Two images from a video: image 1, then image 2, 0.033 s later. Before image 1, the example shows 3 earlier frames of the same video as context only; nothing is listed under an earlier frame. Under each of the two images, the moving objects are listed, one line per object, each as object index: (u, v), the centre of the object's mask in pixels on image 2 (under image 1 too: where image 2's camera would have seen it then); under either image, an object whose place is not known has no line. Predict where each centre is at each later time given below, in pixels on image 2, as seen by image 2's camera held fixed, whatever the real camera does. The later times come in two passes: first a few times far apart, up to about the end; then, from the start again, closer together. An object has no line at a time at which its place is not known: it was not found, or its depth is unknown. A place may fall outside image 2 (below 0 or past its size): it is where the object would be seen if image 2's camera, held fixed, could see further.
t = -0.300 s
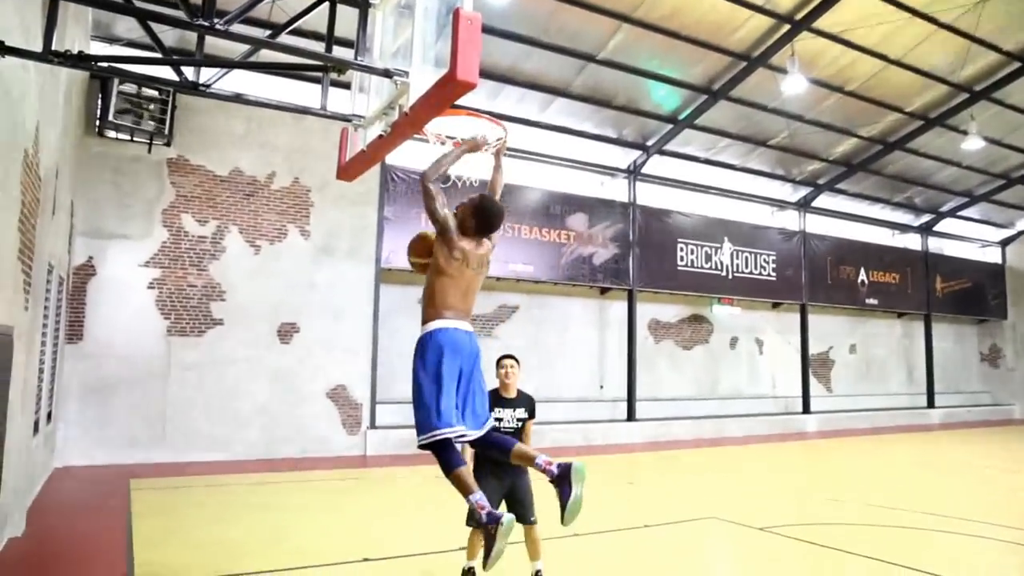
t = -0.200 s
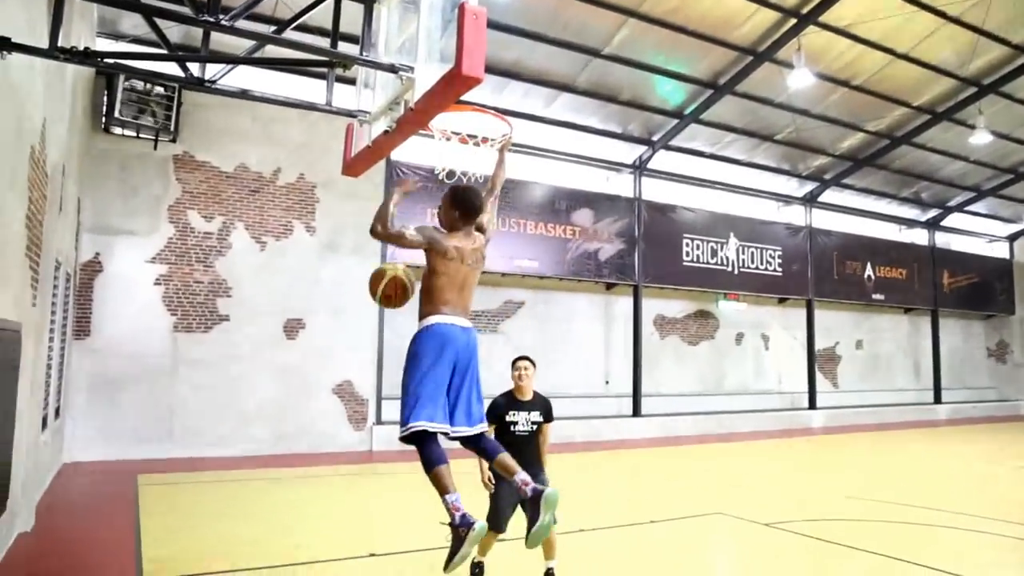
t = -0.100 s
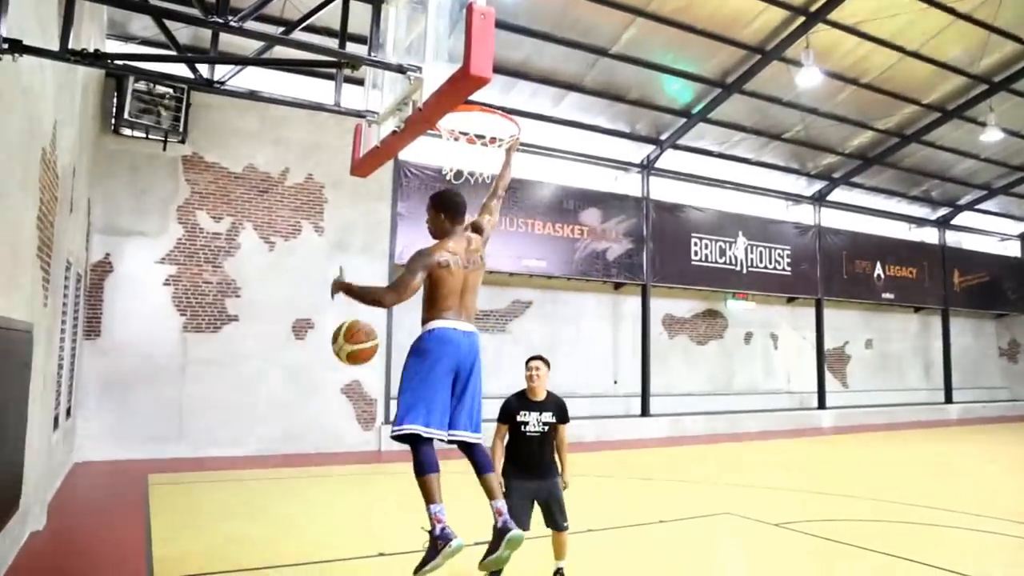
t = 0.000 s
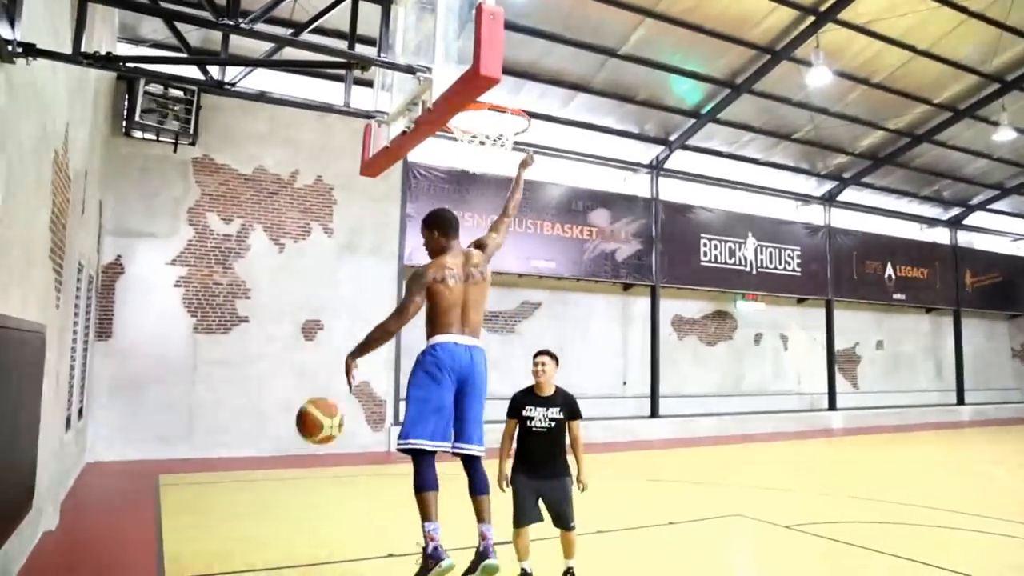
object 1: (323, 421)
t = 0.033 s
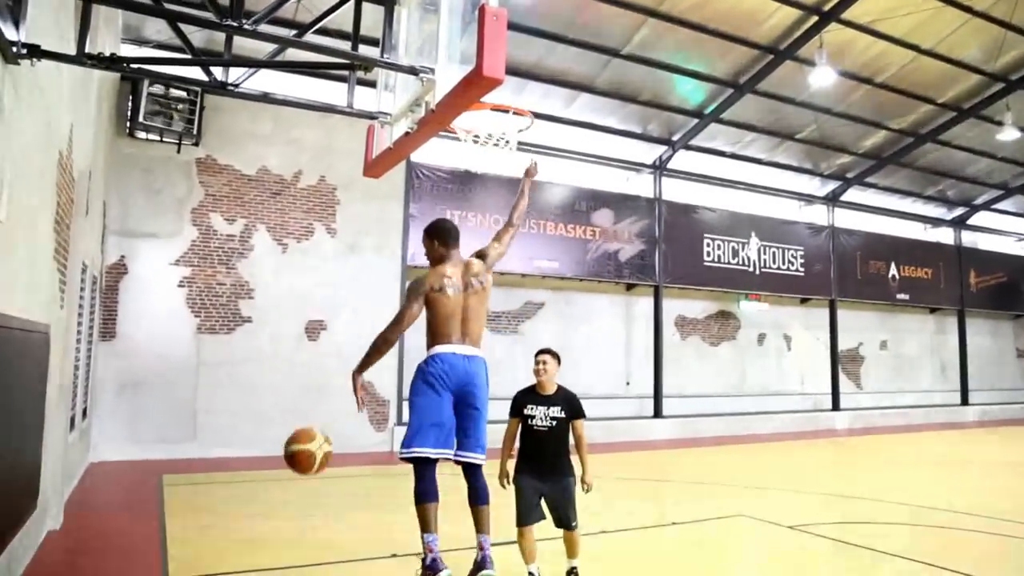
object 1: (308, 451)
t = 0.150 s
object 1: (252, 565)
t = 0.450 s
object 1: (119, 484)
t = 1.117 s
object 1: (105, 426)
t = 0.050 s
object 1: (300, 467)
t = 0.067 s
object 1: (292, 483)
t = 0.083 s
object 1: (284, 500)
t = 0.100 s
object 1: (277, 517)
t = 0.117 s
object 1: (268, 536)
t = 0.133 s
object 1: (260, 554)
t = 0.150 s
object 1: (252, 565)
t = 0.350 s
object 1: (160, 562)
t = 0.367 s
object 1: (153, 547)
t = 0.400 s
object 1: (140, 520)
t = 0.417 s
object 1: (133, 508)
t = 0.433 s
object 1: (127, 495)
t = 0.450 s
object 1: (119, 484)
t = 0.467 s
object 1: (111, 472)
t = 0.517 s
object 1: (92, 441)
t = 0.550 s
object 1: (78, 423)
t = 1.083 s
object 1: (96, 411)
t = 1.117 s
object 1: (105, 426)
